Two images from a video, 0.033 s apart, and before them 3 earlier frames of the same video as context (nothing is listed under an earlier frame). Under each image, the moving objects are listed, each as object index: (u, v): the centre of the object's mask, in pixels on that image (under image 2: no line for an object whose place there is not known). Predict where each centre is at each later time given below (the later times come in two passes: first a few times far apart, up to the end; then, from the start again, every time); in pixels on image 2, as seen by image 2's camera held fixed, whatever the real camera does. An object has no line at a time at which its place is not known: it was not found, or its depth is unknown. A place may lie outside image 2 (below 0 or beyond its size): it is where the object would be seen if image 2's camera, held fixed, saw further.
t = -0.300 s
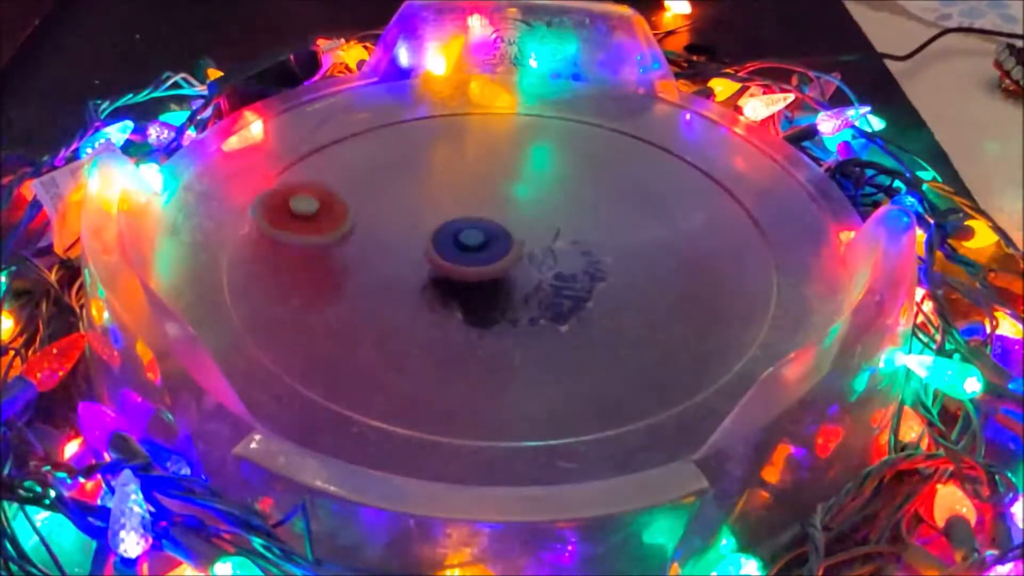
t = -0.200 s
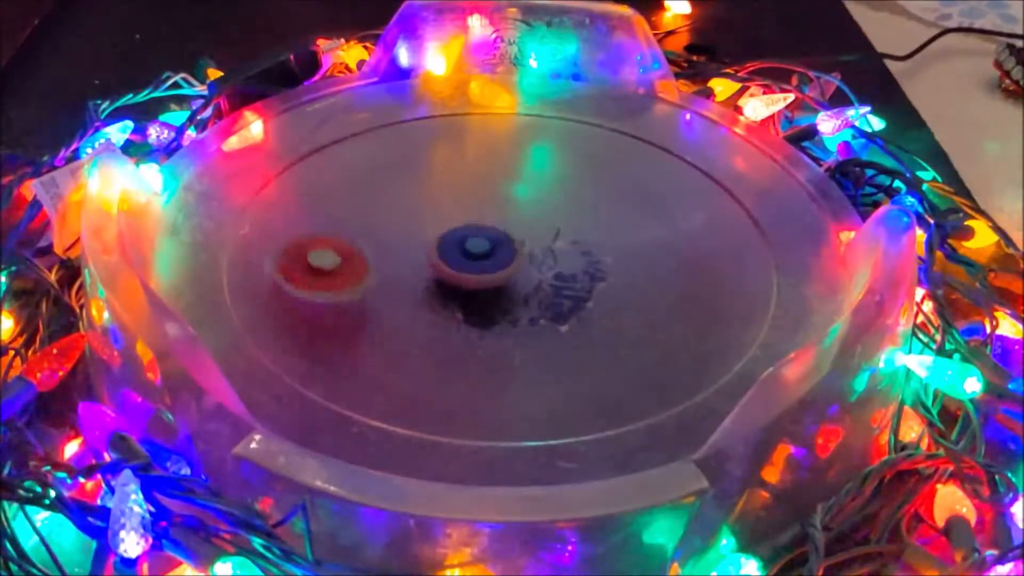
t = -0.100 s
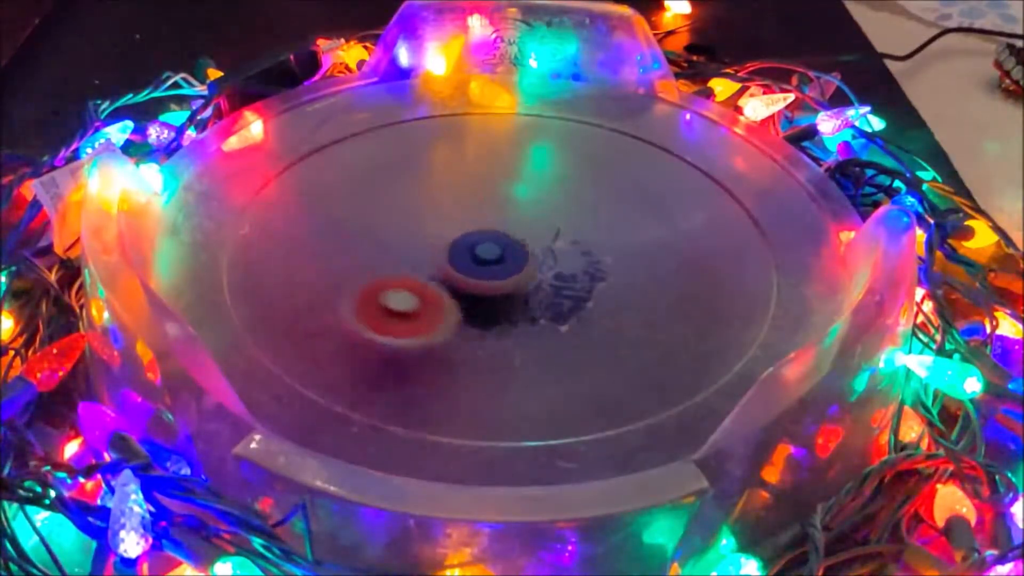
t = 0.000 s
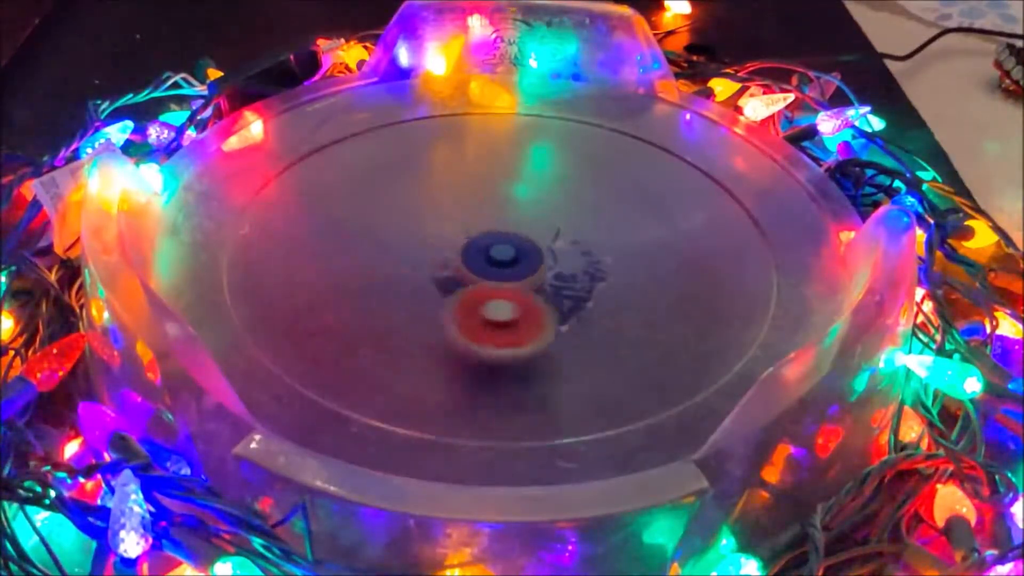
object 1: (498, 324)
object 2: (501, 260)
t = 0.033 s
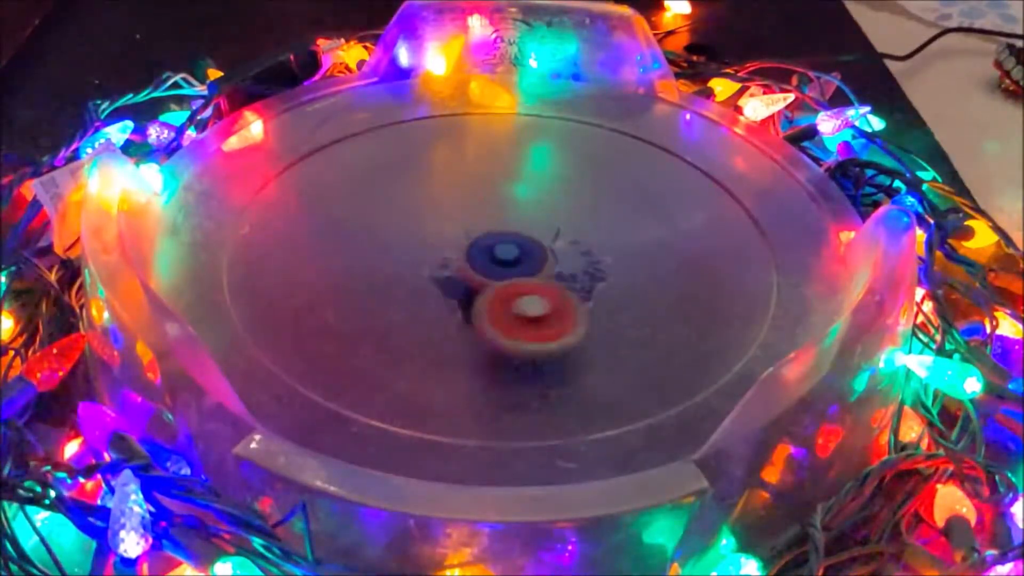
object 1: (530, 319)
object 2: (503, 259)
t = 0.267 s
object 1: (641, 220)
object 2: (514, 252)
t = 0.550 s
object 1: (505, 136)
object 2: (494, 247)
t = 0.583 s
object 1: (482, 138)
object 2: (492, 248)
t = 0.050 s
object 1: (545, 316)
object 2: (502, 259)
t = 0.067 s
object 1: (559, 311)
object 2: (503, 259)
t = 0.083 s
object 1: (572, 306)
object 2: (504, 259)
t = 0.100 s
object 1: (584, 299)
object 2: (508, 259)
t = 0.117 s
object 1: (596, 293)
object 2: (510, 259)
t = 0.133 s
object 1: (607, 286)
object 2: (513, 259)
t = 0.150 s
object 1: (616, 278)
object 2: (513, 257)
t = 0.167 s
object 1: (626, 270)
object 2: (513, 257)
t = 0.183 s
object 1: (630, 263)
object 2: (513, 255)
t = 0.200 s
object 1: (635, 253)
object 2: (514, 255)
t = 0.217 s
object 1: (639, 245)
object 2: (513, 255)
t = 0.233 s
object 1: (641, 236)
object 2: (513, 254)
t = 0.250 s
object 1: (640, 228)
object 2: (512, 254)
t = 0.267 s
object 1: (641, 220)
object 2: (514, 252)
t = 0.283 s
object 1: (638, 212)
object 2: (512, 253)
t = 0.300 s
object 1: (637, 204)
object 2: (511, 252)
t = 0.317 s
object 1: (634, 196)
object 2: (511, 250)
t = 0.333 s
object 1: (629, 189)
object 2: (509, 250)
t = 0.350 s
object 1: (623, 181)
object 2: (509, 249)
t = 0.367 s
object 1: (617, 174)
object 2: (507, 250)
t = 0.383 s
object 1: (609, 168)
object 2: (506, 249)
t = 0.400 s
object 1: (601, 162)
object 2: (506, 248)
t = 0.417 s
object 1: (591, 156)
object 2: (504, 248)
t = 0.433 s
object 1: (582, 152)
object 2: (502, 247)
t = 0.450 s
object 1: (572, 146)
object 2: (502, 247)
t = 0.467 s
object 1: (561, 144)
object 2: (501, 247)
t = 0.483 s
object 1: (551, 140)
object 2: (500, 247)
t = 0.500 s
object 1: (539, 138)
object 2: (499, 247)
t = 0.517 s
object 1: (528, 137)
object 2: (497, 246)
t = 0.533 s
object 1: (516, 136)
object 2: (496, 247)
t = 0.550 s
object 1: (505, 136)
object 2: (494, 247)
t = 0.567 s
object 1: (493, 137)
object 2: (493, 247)
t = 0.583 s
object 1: (482, 138)
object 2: (492, 248)
